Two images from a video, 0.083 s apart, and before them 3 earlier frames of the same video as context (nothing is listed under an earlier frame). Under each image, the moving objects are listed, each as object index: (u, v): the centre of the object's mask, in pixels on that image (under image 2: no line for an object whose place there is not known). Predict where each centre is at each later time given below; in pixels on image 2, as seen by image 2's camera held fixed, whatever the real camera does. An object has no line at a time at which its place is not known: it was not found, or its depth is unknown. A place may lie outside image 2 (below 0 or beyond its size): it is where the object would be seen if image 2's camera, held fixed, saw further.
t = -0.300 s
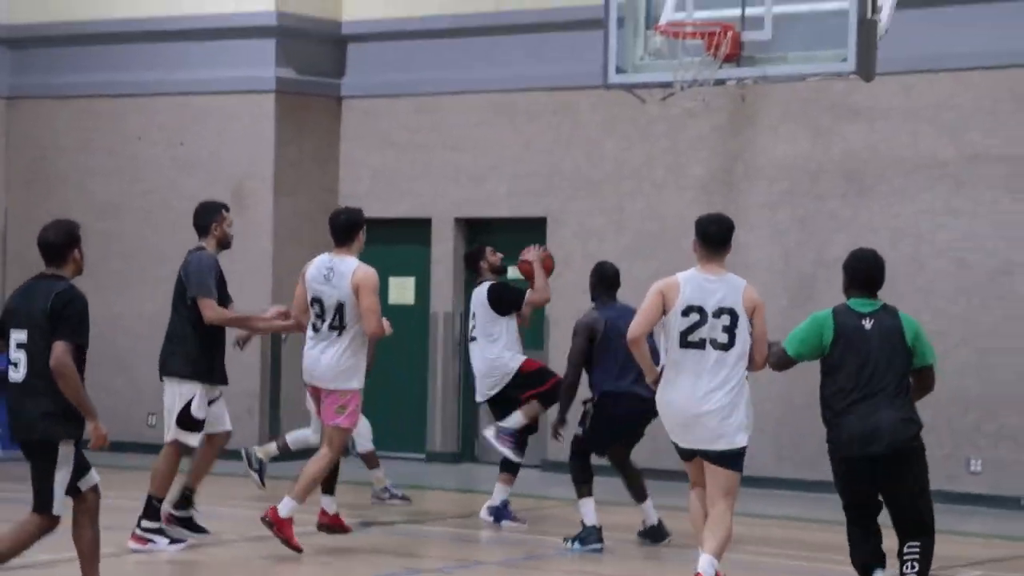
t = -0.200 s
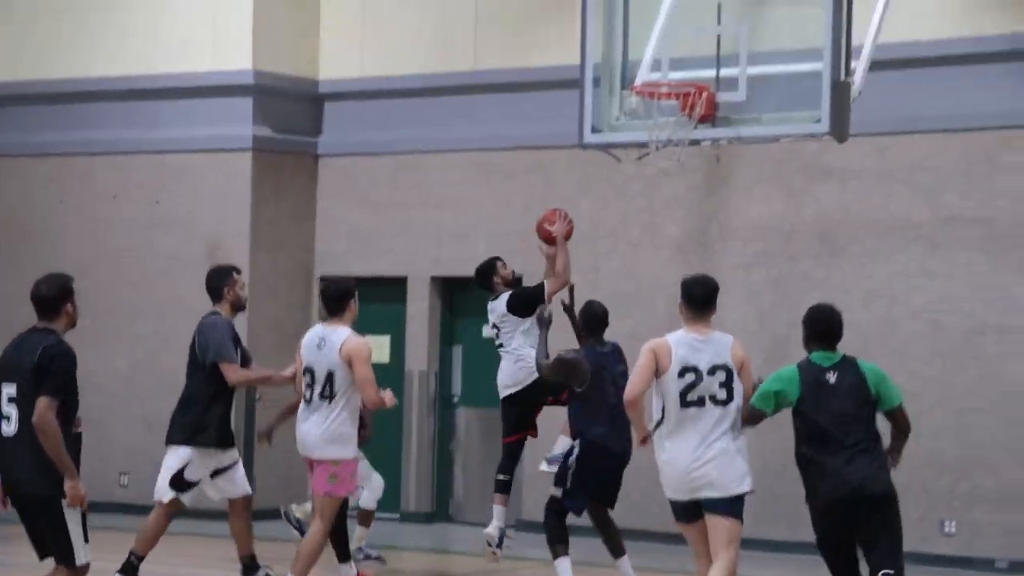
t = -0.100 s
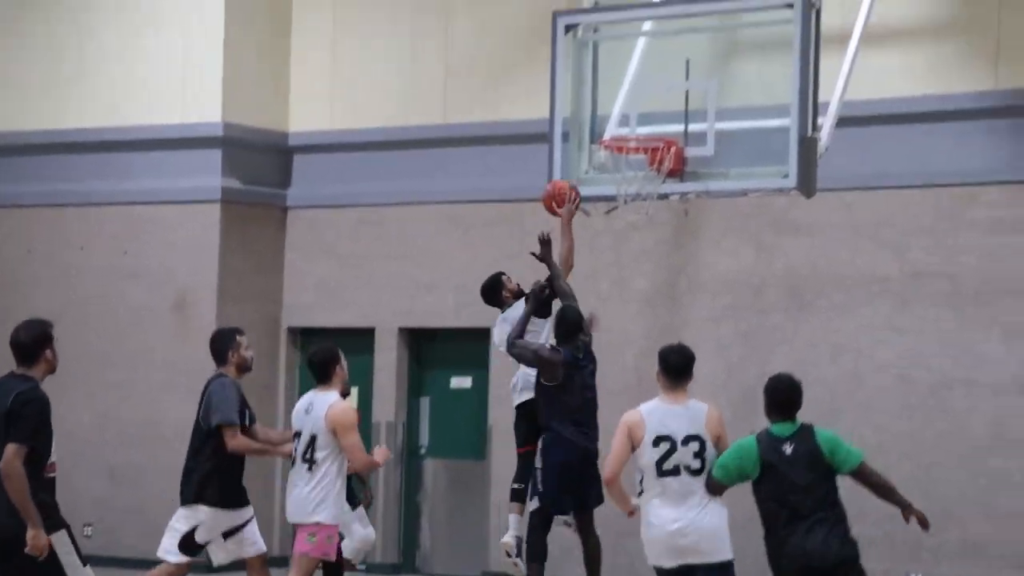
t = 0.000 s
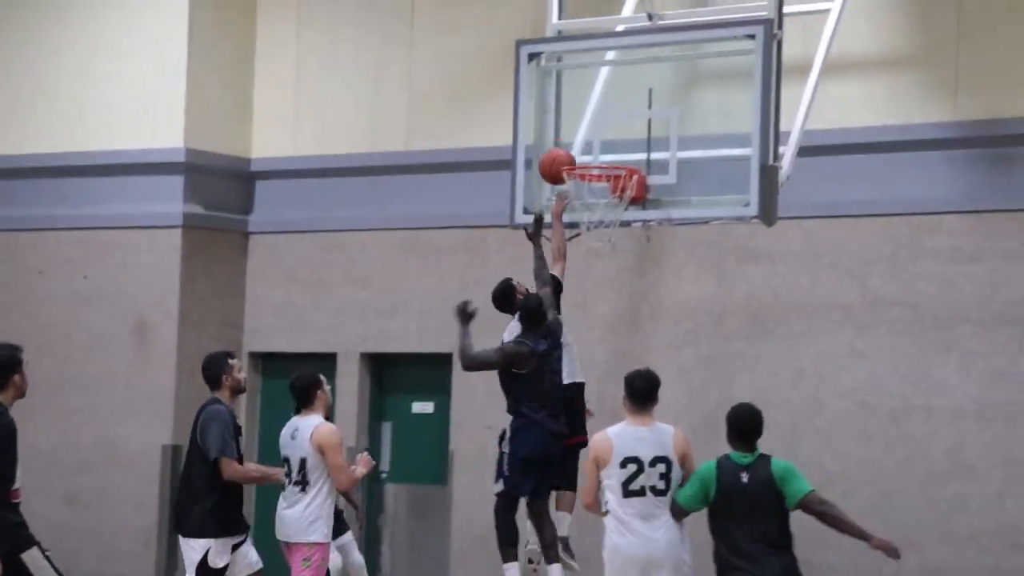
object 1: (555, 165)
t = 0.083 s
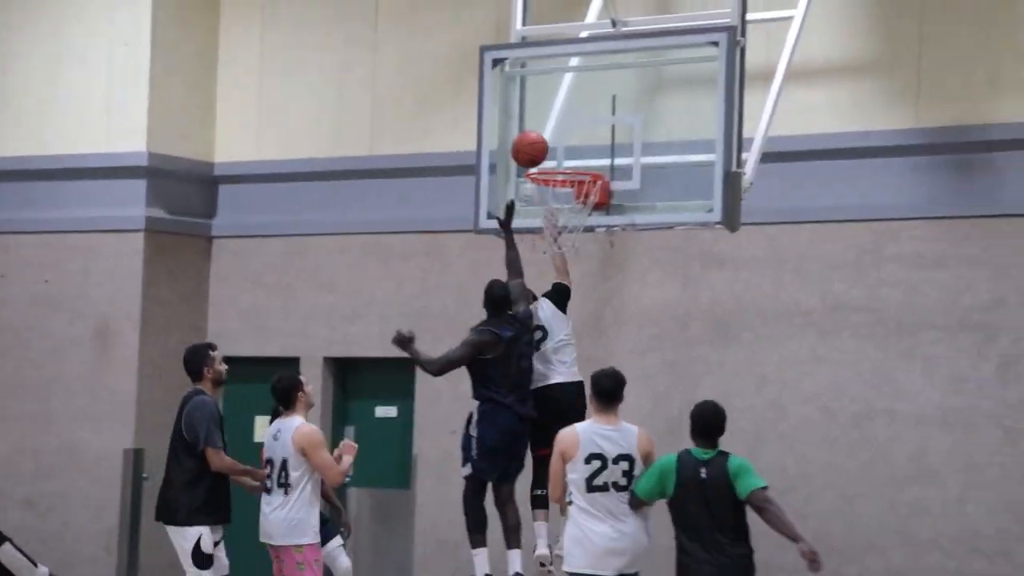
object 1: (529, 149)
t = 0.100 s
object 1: (529, 147)
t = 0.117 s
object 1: (530, 146)
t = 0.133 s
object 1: (530, 145)
